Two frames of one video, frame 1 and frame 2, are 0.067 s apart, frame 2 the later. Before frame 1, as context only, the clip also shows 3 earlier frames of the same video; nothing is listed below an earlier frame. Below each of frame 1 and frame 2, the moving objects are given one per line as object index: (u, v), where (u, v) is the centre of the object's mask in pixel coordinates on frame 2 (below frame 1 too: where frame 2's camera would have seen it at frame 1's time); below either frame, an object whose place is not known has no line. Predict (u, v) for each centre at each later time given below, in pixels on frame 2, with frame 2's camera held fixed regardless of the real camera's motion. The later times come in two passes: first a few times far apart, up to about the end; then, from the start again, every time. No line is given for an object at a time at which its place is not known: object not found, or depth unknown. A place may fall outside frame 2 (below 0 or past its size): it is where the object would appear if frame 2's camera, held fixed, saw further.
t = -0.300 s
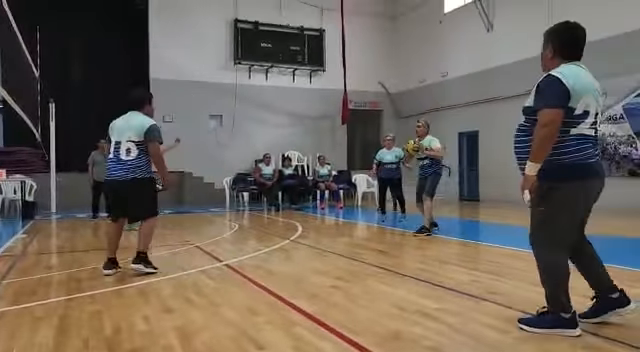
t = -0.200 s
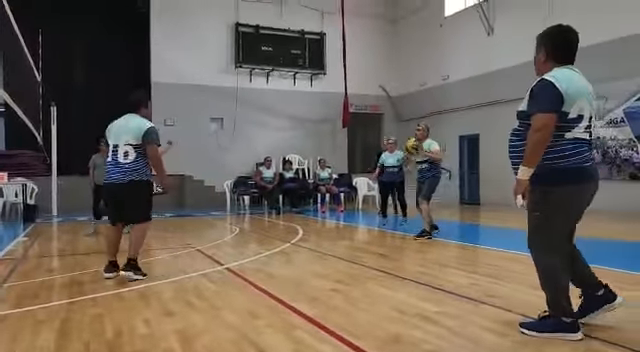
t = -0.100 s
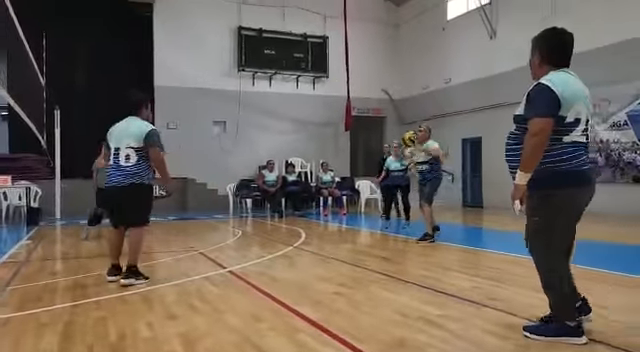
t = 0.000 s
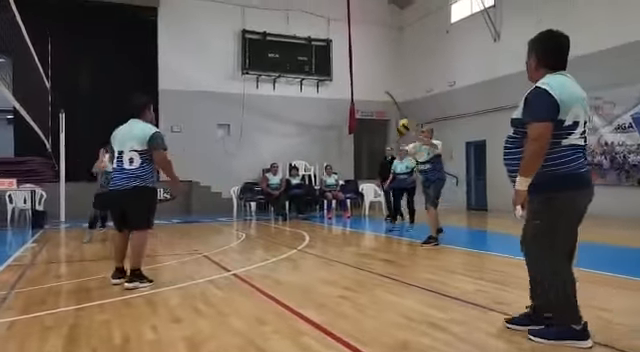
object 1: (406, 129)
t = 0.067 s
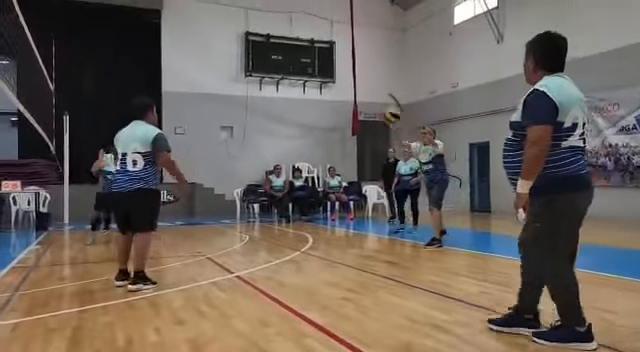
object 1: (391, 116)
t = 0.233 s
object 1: (343, 94)
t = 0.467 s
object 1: (265, 101)
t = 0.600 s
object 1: (214, 130)
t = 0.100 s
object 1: (382, 109)
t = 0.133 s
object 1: (373, 104)
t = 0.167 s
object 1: (363, 100)
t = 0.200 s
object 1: (354, 98)
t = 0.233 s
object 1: (343, 94)
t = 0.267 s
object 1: (332, 92)
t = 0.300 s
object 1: (321, 91)
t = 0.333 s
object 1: (311, 90)
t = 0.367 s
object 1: (299, 91)
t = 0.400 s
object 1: (288, 95)
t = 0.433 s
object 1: (277, 97)
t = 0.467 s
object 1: (265, 101)
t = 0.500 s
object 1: (252, 107)
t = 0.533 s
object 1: (239, 113)
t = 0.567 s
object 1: (227, 121)
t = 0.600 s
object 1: (214, 130)
